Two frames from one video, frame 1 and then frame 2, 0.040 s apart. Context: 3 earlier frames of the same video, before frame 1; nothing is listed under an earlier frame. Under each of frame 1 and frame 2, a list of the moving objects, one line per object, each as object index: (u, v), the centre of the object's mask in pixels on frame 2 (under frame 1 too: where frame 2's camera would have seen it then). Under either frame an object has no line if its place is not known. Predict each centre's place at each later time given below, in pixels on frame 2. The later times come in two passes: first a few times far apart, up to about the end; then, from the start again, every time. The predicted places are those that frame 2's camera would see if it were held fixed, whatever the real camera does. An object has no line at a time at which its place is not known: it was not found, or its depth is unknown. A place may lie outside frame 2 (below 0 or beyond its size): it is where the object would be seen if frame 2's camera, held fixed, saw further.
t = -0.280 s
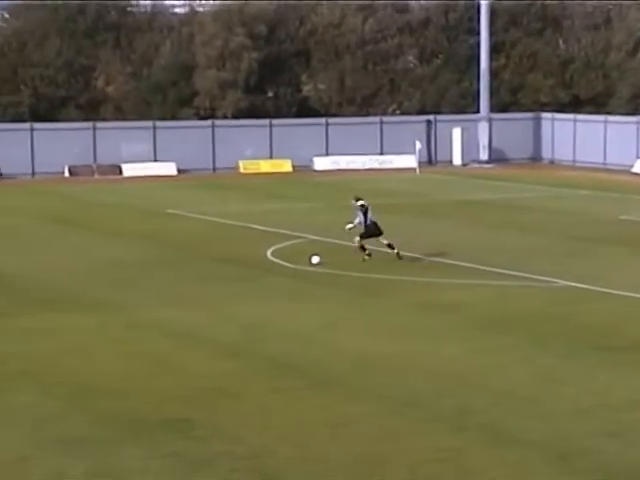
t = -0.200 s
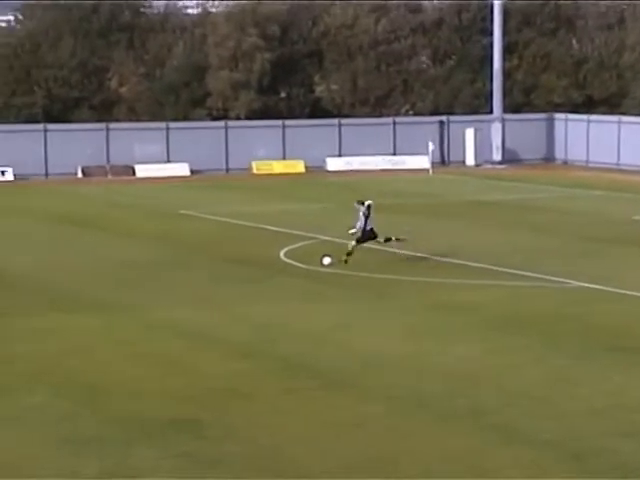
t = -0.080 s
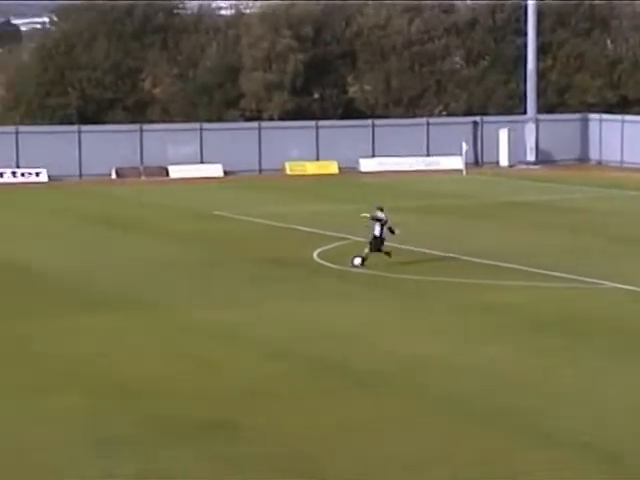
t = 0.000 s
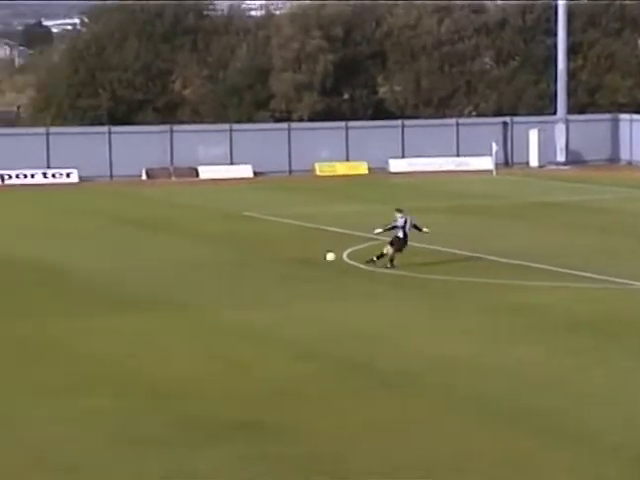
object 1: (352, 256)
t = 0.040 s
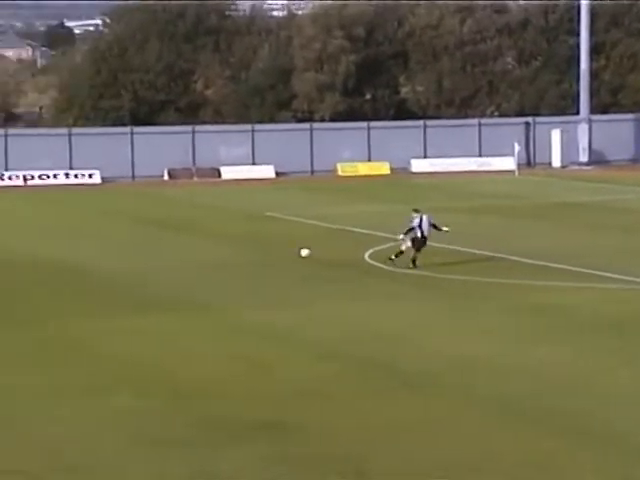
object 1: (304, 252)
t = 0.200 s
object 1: (117, 234)
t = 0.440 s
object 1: (-164, 214)
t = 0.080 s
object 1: (257, 247)
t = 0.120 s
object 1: (210, 243)
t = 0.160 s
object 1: (163, 238)
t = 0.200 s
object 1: (117, 234)
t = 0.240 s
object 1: (71, 230)
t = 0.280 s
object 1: (24, 227)
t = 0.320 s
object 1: (-22, 223)
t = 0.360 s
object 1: (-69, 220)
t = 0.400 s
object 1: (-116, 216)
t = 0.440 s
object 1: (-164, 214)
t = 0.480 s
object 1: (-212, 210)
